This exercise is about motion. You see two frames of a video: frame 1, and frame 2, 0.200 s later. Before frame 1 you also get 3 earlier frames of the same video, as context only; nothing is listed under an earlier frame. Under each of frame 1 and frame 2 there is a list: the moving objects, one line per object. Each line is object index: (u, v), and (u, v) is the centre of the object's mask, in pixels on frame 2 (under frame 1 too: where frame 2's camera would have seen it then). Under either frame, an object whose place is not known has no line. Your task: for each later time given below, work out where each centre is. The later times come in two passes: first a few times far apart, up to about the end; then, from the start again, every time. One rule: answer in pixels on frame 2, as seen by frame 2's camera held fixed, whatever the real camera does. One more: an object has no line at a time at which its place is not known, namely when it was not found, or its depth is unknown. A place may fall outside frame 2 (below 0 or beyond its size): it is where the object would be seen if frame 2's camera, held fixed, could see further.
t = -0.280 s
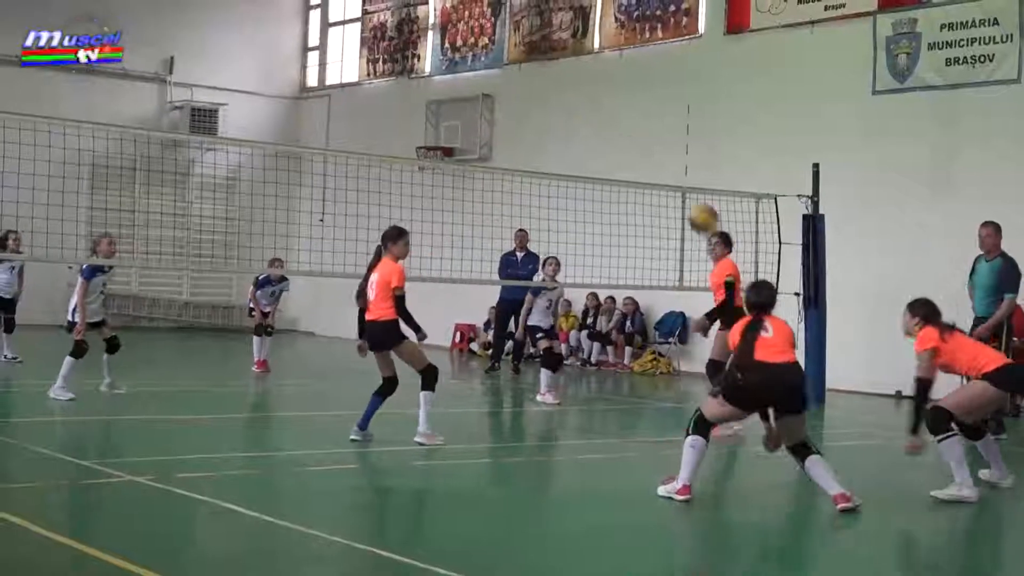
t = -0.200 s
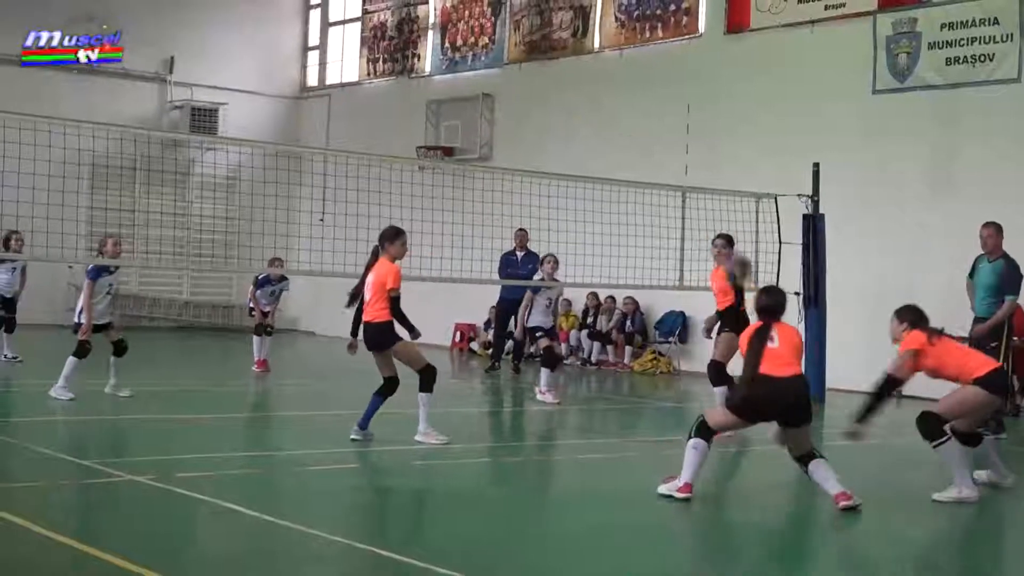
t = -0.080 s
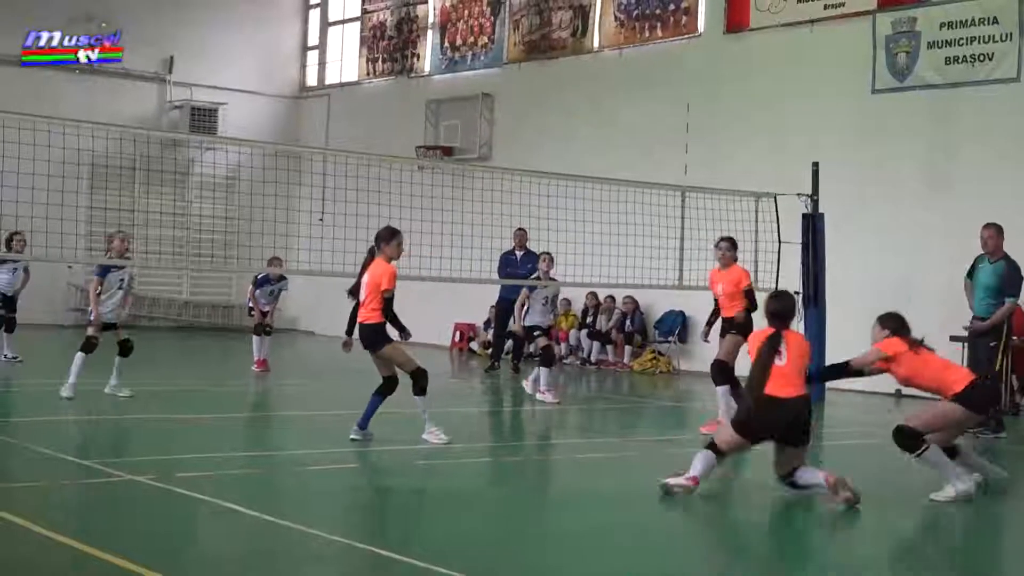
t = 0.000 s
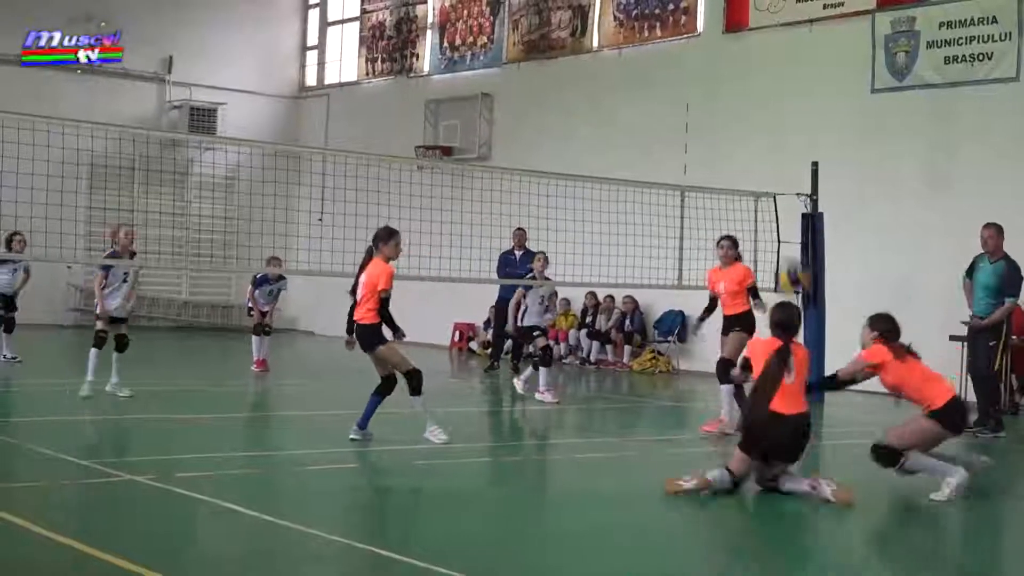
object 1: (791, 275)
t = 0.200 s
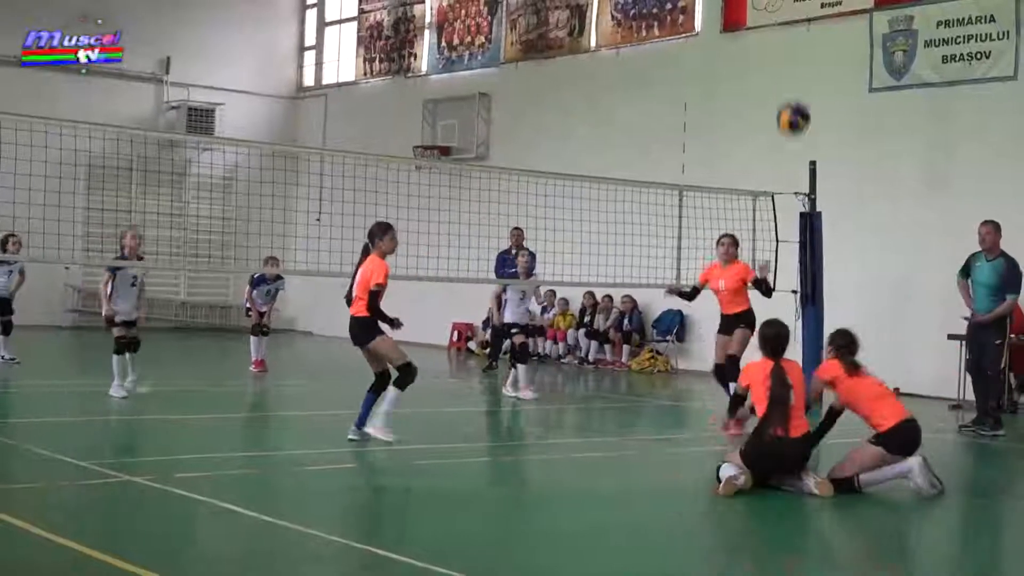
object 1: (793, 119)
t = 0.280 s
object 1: (795, 74)
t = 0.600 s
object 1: (798, 8)
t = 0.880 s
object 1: (796, 62)
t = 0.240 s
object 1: (794, 94)
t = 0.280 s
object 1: (795, 74)
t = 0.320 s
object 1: (795, 56)
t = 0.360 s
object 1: (796, 40)
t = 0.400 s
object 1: (796, 28)
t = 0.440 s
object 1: (797, 17)
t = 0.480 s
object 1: (798, 12)
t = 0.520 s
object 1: (797, 10)
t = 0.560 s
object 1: (798, 8)
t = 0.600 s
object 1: (798, 8)
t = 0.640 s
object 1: (798, 9)
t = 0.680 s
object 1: (798, 10)
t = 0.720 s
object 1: (798, 14)
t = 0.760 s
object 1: (798, 23)
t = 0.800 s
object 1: (798, 33)
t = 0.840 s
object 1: (797, 47)
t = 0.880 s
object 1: (796, 62)
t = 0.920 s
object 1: (796, 79)
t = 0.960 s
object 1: (795, 99)
